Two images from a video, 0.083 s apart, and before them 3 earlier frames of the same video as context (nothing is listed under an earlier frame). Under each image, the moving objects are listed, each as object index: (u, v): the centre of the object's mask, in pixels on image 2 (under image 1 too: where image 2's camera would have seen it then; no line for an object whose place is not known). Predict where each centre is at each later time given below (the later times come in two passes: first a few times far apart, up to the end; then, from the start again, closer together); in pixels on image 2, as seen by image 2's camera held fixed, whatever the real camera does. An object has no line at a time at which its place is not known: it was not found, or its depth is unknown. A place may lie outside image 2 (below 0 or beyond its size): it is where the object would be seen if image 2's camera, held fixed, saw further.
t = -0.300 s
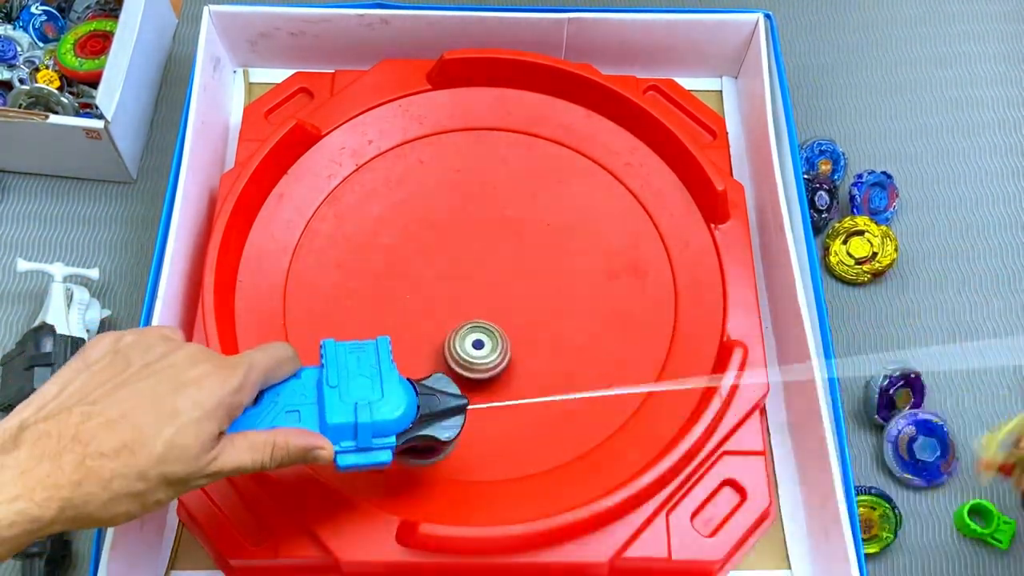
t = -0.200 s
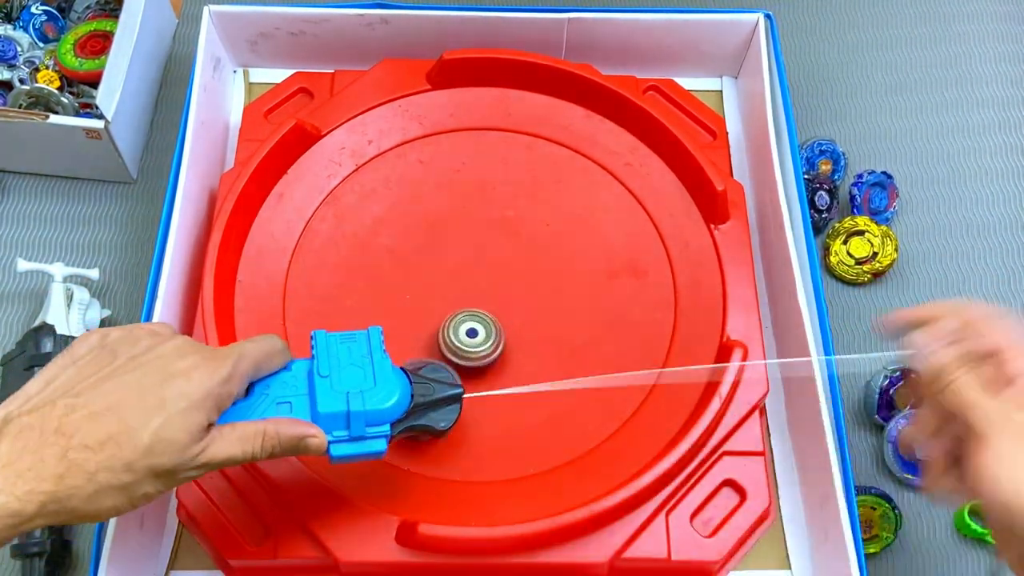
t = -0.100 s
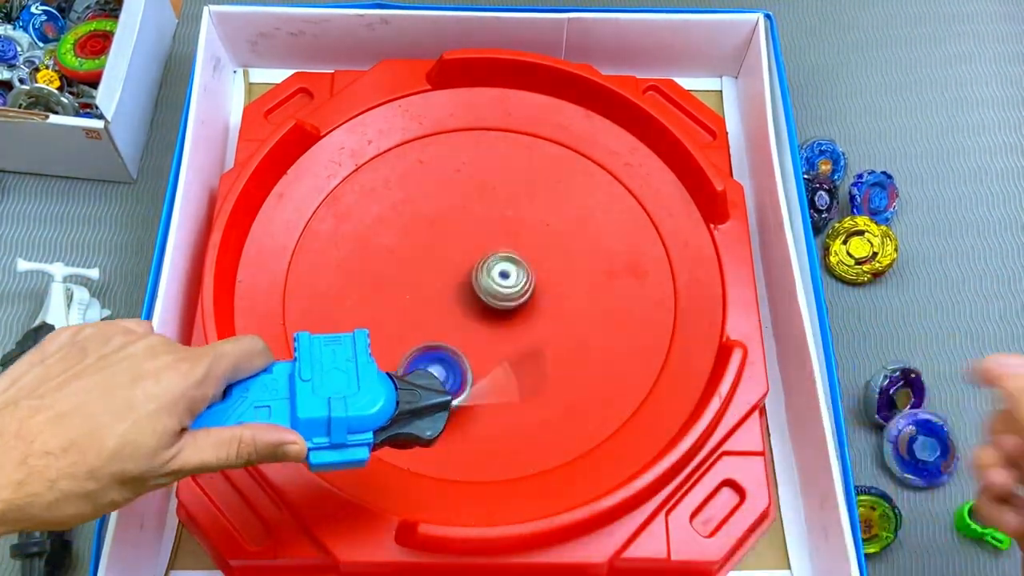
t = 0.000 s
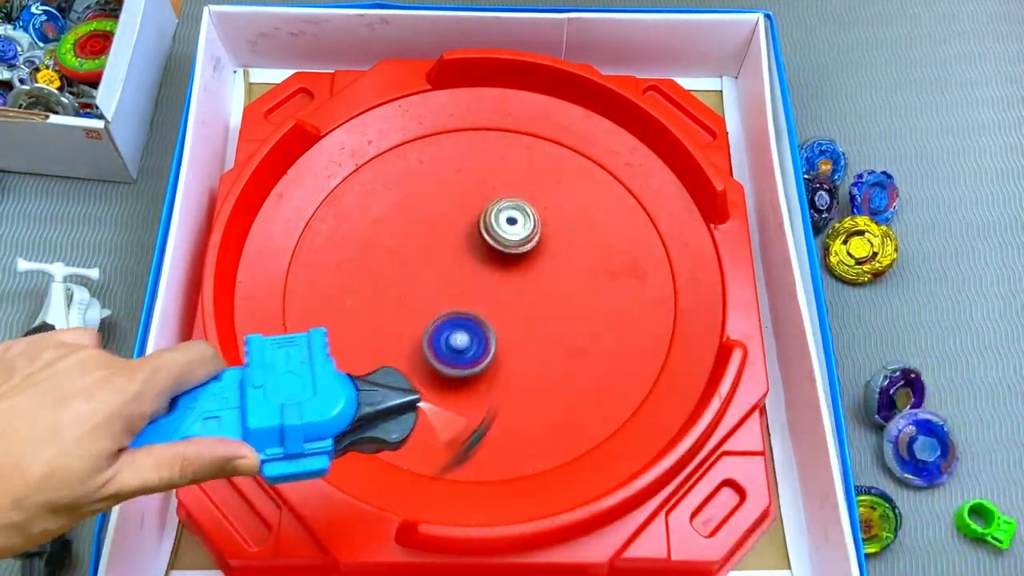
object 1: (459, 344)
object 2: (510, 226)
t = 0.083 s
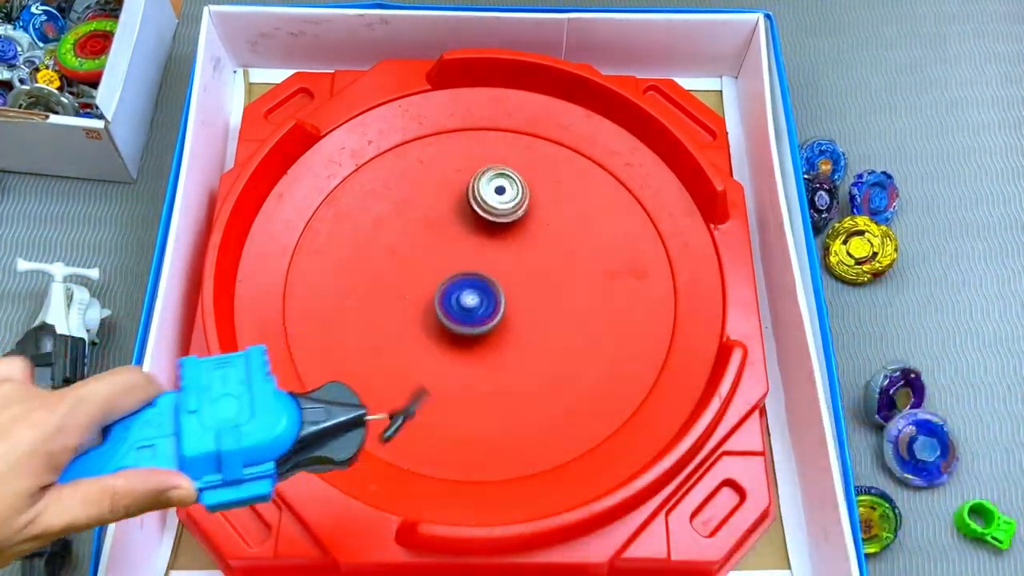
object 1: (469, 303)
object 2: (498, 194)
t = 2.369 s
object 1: (505, 363)
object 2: (616, 212)
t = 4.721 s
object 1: (402, 231)
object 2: (612, 322)
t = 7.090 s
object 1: (533, 264)
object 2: (595, 347)
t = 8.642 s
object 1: (464, 329)
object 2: (457, 230)
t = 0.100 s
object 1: (469, 295)
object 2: (495, 189)
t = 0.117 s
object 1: (468, 287)
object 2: (491, 185)
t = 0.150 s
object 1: (463, 271)
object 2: (484, 176)
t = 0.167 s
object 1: (460, 264)
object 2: (480, 173)
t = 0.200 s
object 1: (451, 250)
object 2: (475, 168)
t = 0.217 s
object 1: (446, 245)
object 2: (472, 166)
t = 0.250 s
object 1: (434, 234)
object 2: (468, 163)
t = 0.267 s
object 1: (428, 230)
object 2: (466, 162)
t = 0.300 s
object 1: (413, 222)
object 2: (461, 162)
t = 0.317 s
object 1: (406, 220)
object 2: (460, 162)
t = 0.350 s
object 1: (391, 217)
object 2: (457, 162)
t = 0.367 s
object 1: (383, 218)
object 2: (457, 163)
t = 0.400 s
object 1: (366, 221)
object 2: (455, 164)
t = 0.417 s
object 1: (359, 223)
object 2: (454, 165)
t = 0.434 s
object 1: (351, 227)
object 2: (454, 166)
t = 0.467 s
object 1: (338, 237)
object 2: (453, 169)
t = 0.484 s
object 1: (332, 244)
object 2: (453, 170)
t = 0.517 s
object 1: (324, 259)
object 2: (453, 175)
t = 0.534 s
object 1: (321, 268)
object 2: (453, 177)
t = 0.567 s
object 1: (320, 287)
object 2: (453, 182)
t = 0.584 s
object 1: (321, 297)
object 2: (454, 184)
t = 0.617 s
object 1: (328, 317)
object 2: (454, 189)
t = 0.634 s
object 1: (334, 327)
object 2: (455, 192)
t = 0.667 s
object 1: (349, 344)
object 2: (456, 197)
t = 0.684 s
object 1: (360, 352)
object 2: (457, 200)
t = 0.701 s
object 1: (370, 358)
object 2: (458, 202)
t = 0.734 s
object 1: (393, 367)
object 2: (460, 208)
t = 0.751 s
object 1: (406, 370)
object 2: (462, 211)
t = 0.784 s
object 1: (433, 371)
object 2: (465, 217)
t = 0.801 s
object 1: (446, 370)
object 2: (466, 220)
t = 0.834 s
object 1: (472, 365)
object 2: (469, 225)
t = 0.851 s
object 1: (484, 360)
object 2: (471, 228)
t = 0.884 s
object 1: (507, 350)
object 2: (474, 234)
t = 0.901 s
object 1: (518, 344)
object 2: (476, 237)
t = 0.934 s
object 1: (536, 329)
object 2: (479, 244)
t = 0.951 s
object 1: (544, 321)
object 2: (481, 247)
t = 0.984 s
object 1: (558, 303)
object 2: (485, 255)
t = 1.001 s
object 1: (563, 294)
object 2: (487, 259)
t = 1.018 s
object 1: (568, 285)
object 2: (490, 263)
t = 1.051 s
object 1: (575, 265)
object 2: (494, 271)
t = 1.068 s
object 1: (577, 256)
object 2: (497, 275)
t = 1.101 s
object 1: (579, 236)
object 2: (502, 284)
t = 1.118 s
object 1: (578, 226)
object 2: (505, 289)
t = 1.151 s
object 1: (574, 207)
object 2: (510, 299)
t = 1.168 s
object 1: (570, 199)
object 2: (513, 303)
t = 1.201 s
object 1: (561, 182)
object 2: (519, 313)
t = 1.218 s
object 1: (555, 175)
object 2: (521, 317)
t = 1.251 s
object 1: (542, 162)
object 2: (526, 325)
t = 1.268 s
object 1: (534, 157)
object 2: (528, 328)
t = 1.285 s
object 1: (526, 152)
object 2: (531, 332)
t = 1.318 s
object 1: (509, 145)
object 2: (534, 337)
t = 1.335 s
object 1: (499, 142)
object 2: (536, 341)
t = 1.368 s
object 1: (479, 140)
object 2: (540, 348)
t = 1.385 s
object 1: (468, 140)
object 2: (541, 351)
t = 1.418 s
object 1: (448, 143)
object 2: (543, 357)
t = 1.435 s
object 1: (438, 146)
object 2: (545, 359)
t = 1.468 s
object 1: (420, 155)
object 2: (547, 363)
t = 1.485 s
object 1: (410, 161)
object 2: (548, 365)
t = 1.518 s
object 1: (394, 175)
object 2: (548, 367)
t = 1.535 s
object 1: (387, 183)
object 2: (548, 367)
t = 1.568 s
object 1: (376, 202)
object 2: (549, 368)
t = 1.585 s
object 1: (371, 212)
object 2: (548, 369)
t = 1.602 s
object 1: (368, 222)
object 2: (548, 369)
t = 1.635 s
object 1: (366, 244)
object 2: (548, 369)
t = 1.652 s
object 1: (366, 254)
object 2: (547, 370)
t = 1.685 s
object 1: (369, 277)
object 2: (547, 370)
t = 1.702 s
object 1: (373, 288)
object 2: (547, 370)
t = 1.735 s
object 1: (383, 309)
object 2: (546, 370)
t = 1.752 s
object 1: (389, 318)
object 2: (545, 370)
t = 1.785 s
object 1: (404, 336)
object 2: (544, 370)
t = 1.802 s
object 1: (413, 344)
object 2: (543, 371)
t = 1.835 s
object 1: (433, 357)
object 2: (542, 370)
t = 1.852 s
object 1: (444, 363)
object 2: (541, 370)
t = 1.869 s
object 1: (454, 367)
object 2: (540, 369)
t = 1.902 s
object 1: (469, 374)
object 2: (550, 368)
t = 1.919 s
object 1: (472, 377)
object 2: (560, 367)
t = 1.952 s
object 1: (481, 380)
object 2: (572, 364)
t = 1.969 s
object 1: (487, 381)
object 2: (575, 363)
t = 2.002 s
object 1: (501, 382)
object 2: (576, 360)
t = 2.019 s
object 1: (506, 382)
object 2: (579, 359)
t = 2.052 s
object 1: (492, 385)
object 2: (615, 346)
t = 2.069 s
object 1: (487, 386)
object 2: (632, 340)
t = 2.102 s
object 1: (477, 385)
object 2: (654, 325)
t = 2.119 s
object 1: (473, 384)
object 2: (662, 317)
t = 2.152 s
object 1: (469, 382)
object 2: (668, 297)
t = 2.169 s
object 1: (467, 380)
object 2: (668, 288)
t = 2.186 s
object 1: (467, 378)
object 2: (665, 278)
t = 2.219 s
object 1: (468, 374)
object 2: (660, 263)
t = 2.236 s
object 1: (470, 372)
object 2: (656, 256)
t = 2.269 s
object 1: (475, 368)
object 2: (647, 244)
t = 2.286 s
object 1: (478, 367)
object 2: (642, 237)
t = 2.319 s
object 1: (487, 365)
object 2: (632, 227)
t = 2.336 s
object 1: (493, 364)
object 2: (627, 222)
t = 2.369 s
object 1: (505, 363)
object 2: (616, 212)
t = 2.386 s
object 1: (513, 362)
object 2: (609, 207)
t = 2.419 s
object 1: (528, 358)
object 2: (597, 199)
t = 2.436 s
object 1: (535, 355)
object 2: (590, 195)
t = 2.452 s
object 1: (542, 351)
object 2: (584, 192)
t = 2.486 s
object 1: (554, 342)
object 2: (569, 187)
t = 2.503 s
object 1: (558, 336)
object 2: (562, 186)
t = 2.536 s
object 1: (565, 323)
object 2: (548, 183)
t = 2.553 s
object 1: (566, 316)
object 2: (542, 182)
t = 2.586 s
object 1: (566, 302)
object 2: (529, 182)
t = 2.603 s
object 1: (564, 296)
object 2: (522, 182)
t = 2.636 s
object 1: (559, 283)
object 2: (509, 184)
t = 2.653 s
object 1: (555, 278)
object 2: (503, 185)
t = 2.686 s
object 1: (544, 269)
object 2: (491, 188)
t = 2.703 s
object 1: (538, 265)
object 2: (485, 189)
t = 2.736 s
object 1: (524, 258)
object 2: (473, 194)
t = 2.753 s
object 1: (517, 256)
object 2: (468, 196)
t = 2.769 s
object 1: (509, 255)
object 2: (462, 198)
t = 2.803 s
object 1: (493, 253)
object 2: (451, 204)
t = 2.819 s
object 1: (486, 257)
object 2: (443, 203)
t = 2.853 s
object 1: (478, 271)
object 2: (423, 195)
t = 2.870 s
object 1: (473, 279)
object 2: (414, 193)
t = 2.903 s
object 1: (466, 294)
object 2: (398, 192)
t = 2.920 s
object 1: (463, 303)
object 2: (391, 194)
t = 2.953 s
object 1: (461, 319)
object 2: (378, 198)
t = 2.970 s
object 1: (461, 327)
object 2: (372, 202)
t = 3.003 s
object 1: (464, 343)
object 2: (361, 208)
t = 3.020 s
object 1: (467, 350)
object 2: (356, 212)
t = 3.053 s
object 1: (476, 363)
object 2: (348, 220)
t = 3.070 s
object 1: (481, 369)
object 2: (345, 224)
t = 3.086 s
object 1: (488, 374)
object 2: (342, 228)
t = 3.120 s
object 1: (501, 380)
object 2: (336, 238)
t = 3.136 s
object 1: (509, 382)
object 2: (334, 243)
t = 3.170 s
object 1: (527, 382)
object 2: (331, 254)
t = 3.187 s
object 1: (536, 381)
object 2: (330, 258)
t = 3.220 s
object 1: (552, 375)
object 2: (330, 267)
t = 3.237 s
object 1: (561, 370)
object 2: (331, 271)
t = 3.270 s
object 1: (574, 359)
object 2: (333, 279)
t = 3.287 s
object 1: (578, 352)
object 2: (334, 283)
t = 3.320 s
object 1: (584, 337)
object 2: (338, 290)
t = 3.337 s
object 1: (586, 328)
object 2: (340, 294)
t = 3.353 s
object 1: (585, 320)
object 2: (343, 297)
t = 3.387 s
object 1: (581, 303)
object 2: (349, 303)
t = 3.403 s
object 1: (577, 296)
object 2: (351, 306)
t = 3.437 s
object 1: (566, 282)
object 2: (357, 311)
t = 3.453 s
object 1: (560, 277)
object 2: (361, 313)
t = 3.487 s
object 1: (544, 268)
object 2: (367, 319)
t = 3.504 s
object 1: (536, 265)
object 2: (371, 320)
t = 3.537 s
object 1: (518, 261)
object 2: (378, 325)
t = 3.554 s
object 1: (509, 260)
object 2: (382, 326)
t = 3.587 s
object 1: (490, 259)
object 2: (390, 330)
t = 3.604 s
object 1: (481, 260)
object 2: (394, 332)
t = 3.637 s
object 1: (463, 264)
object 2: (402, 334)
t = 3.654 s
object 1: (455, 267)
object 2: (406, 335)
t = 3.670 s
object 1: (447, 271)
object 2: (409, 336)
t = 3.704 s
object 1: (433, 278)
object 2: (415, 343)
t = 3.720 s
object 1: (429, 278)
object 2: (416, 350)
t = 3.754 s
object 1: (420, 283)
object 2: (422, 360)
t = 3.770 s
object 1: (415, 287)
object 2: (425, 363)
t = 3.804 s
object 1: (406, 296)
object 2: (433, 369)
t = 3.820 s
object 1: (402, 302)
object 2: (437, 371)
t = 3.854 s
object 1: (395, 315)
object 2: (446, 376)
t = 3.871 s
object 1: (393, 321)
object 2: (451, 378)
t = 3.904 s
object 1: (391, 335)
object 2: (459, 382)
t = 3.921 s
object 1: (392, 343)
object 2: (464, 383)
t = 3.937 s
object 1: (393, 350)
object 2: (469, 384)
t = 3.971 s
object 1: (399, 364)
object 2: (477, 386)
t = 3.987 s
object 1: (404, 371)
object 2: (482, 387)
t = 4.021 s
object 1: (416, 382)
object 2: (492, 388)
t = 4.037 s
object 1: (416, 384)
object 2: (505, 391)
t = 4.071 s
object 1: (420, 388)
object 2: (529, 394)
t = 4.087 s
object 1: (424, 389)
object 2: (539, 394)
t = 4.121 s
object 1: (434, 391)
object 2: (557, 394)
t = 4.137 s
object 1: (441, 391)
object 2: (564, 392)
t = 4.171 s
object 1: (456, 389)
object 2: (579, 389)
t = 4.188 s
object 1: (466, 387)
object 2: (586, 386)
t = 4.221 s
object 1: (484, 380)
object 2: (599, 382)
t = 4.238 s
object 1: (493, 375)
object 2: (604, 379)
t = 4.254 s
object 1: (500, 369)
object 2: (608, 377)
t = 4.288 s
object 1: (513, 355)
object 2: (615, 371)
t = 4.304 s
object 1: (517, 348)
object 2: (617, 369)
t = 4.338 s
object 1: (524, 331)
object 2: (622, 364)
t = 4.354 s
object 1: (526, 324)
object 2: (624, 361)
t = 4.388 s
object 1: (527, 306)
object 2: (627, 356)
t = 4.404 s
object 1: (526, 298)
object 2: (629, 354)
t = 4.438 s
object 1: (521, 282)
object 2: (630, 349)
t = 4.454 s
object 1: (518, 275)
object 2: (631, 346)
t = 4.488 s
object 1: (509, 261)
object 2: (630, 342)
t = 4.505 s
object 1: (504, 255)
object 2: (630, 340)
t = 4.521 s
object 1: (498, 249)
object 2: (629, 338)
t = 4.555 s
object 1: (484, 239)
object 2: (627, 335)
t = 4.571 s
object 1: (476, 235)
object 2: (626, 334)
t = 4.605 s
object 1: (460, 229)
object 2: (624, 331)
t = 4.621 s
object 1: (452, 227)
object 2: (622, 329)
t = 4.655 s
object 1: (435, 226)
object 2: (619, 327)
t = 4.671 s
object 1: (427, 226)
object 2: (617, 325)
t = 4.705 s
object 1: (411, 228)
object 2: (615, 323)
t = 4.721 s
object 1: (402, 231)
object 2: (612, 322)
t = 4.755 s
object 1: (388, 238)
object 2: (609, 319)
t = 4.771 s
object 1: (381, 243)
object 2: (607, 318)
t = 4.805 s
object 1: (370, 254)
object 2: (602, 315)
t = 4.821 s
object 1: (365, 260)
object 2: (600, 313)
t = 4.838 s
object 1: (361, 267)
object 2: (597, 311)
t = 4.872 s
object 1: (355, 282)
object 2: (591, 307)
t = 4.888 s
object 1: (354, 290)
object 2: (588, 305)
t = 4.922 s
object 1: (354, 307)
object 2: (581, 301)
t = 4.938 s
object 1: (356, 315)
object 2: (577, 299)
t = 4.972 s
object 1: (363, 331)
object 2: (568, 295)
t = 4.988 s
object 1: (369, 338)
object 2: (564, 293)
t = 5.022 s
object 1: (382, 351)
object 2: (555, 289)
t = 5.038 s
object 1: (389, 357)
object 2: (550, 287)
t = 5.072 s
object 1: (407, 366)
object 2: (541, 283)
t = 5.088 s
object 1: (416, 369)
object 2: (536, 282)
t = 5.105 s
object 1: (425, 371)
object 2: (532, 280)
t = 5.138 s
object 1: (446, 372)
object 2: (523, 276)
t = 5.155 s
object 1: (455, 371)
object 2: (519, 274)
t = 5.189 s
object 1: (475, 366)
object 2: (510, 271)
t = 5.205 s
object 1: (483, 363)
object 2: (506, 269)
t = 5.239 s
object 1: (501, 354)
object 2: (497, 266)
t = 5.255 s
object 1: (508, 349)
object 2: (494, 264)
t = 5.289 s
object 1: (522, 336)
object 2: (485, 261)
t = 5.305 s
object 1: (528, 330)
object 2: (482, 260)
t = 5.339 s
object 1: (539, 315)
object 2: (474, 256)
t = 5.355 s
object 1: (543, 308)
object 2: (471, 255)
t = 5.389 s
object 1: (548, 291)
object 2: (463, 252)
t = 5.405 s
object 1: (550, 284)
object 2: (459, 250)
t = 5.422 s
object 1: (551, 275)
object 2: (456, 249)
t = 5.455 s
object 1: (550, 260)
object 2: (449, 247)
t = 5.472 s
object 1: (549, 252)
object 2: (446, 246)
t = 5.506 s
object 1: (544, 238)
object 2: (440, 244)
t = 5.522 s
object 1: (540, 231)
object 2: (437, 244)
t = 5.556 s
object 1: (530, 219)
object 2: (431, 241)
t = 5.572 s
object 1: (523, 214)
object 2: (429, 241)
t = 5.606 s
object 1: (510, 206)
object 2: (424, 239)
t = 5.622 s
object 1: (502, 203)
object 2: (423, 239)
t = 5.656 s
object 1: (486, 199)
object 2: (420, 238)
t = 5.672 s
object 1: (478, 199)
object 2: (419, 238)
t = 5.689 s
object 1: (471, 198)
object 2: (415, 239)
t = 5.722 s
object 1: (467, 194)
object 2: (397, 248)
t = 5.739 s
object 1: (465, 194)
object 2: (390, 253)
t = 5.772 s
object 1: (459, 196)
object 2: (379, 260)
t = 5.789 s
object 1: (455, 198)
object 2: (376, 264)
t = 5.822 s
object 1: (446, 205)
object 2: (372, 269)
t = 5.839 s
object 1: (442, 209)
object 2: (371, 271)
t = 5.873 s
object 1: (434, 221)
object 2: (370, 275)
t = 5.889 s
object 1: (431, 227)
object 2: (370, 276)
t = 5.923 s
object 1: (427, 240)
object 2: (370, 281)
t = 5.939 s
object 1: (436, 241)
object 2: (353, 290)
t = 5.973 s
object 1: (455, 245)
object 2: (325, 309)
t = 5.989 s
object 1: (462, 247)
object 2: (315, 317)
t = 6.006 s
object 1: (470, 250)
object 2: (305, 324)
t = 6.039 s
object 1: (484, 253)
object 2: (295, 339)
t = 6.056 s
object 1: (490, 254)
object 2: (293, 347)
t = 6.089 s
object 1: (504, 253)
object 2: (295, 364)
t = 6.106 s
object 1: (510, 252)
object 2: (297, 372)
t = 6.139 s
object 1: (523, 250)
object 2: (304, 387)
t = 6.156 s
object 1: (528, 248)
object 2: (307, 393)
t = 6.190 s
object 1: (538, 242)
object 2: (317, 402)
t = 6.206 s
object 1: (542, 239)
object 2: (322, 406)
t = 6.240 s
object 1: (550, 232)
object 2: (336, 413)
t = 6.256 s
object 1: (552, 229)
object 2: (344, 416)
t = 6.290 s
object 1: (554, 223)
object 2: (368, 422)
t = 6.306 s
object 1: (554, 220)
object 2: (377, 423)
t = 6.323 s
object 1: (553, 217)
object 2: (387, 423)
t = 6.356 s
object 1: (550, 213)
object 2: (404, 421)
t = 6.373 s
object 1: (548, 211)
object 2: (412, 419)
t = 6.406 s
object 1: (543, 210)
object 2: (425, 415)
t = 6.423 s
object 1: (540, 210)
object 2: (432, 412)
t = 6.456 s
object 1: (534, 212)
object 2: (443, 407)
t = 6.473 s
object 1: (531, 214)
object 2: (449, 405)
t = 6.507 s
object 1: (525, 218)
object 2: (460, 399)
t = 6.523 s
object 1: (522, 221)
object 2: (465, 396)
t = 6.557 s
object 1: (518, 228)
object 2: (476, 389)
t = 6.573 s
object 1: (518, 232)
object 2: (482, 386)
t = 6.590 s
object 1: (517, 237)
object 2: (488, 382)
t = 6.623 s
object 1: (516, 246)
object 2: (501, 372)
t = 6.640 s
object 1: (516, 251)
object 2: (506, 367)
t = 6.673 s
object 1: (519, 262)
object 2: (516, 359)
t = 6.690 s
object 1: (521, 267)
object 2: (521, 355)
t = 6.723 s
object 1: (526, 278)
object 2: (530, 346)
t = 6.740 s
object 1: (529, 279)
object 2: (533, 348)
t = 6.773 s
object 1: (536, 272)
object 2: (540, 362)
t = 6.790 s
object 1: (539, 270)
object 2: (544, 366)
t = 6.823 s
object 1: (544, 267)
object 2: (553, 370)
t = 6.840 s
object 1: (545, 265)
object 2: (557, 369)
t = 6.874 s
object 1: (547, 263)
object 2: (565, 366)
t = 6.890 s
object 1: (547, 262)
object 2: (568, 365)
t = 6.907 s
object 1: (547, 261)
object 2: (571, 364)
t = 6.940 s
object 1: (546, 260)
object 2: (577, 361)
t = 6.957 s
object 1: (545, 260)
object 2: (580, 359)
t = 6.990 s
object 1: (542, 260)
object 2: (585, 356)
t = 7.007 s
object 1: (541, 260)
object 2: (587, 355)
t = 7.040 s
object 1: (538, 262)
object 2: (591, 351)
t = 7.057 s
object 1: (536, 263)
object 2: (593, 350)
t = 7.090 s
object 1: (533, 264)
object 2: (595, 347)
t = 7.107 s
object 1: (531, 266)
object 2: (596, 346)
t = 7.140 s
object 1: (528, 268)
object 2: (596, 343)
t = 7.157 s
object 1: (527, 269)
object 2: (597, 342)
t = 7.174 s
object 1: (526, 271)
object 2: (597, 341)
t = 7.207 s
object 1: (524, 274)
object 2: (596, 339)
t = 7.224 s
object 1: (523, 276)
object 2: (596, 337)
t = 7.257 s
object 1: (523, 281)
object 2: (596, 335)
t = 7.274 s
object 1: (522, 283)
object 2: (595, 334)
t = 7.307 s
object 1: (522, 288)
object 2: (593, 332)
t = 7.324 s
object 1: (521, 291)
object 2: (593, 331)
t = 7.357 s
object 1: (521, 297)
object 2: (591, 329)
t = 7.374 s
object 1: (522, 300)
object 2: (590, 328)
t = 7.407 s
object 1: (521, 303)
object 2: (591, 327)
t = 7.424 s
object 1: (517, 304)
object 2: (593, 327)
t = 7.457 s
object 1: (513, 308)
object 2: (594, 326)
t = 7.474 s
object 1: (511, 310)
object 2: (593, 326)
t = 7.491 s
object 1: (509, 312)
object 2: (593, 325)
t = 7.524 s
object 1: (505, 317)
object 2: (590, 323)
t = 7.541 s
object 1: (503, 319)
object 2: (590, 321)
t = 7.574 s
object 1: (501, 324)
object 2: (588, 318)
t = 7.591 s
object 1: (501, 327)
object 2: (587, 317)
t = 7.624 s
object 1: (500, 331)
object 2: (584, 314)
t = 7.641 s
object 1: (500, 332)
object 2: (583, 313)
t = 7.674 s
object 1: (501, 336)
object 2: (579, 310)
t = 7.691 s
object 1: (502, 337)
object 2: (578, 309)
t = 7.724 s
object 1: (503, 338)
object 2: (574, 305)
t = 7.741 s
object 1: (503, 339)
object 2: (572, 303)
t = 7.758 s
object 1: (504, 340)
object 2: (570, 302)
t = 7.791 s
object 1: (505, 340)
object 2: (565, 298)
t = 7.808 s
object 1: (505, 340)
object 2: (563, 296)
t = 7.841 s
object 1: (506, 340)
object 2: (557, 292)
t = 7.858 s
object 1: (506, 340)
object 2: (555, 290)
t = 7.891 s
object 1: (505, 339)
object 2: (549, 286)
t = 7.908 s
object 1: (506, 339)
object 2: (546, 283)
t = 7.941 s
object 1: (505, 338)
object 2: (540, 279)
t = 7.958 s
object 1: (505, 337)
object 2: (537, 278)
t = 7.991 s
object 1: (505, 336)
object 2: (531, 273)
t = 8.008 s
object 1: (504, 335)
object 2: (529, 271)
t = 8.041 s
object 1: (503, 334)
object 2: (523, 267)
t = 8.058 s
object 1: (503, 333)
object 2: (520, 265)
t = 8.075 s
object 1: (502, 332)
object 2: (517, 262)
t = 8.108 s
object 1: (501, 331)
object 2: (511, 258)
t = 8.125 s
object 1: (500, 331)
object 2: (508, 257)
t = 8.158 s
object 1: (498, 330)
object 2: (503, 253)
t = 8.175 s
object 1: (497, 330)
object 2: (500, 251)
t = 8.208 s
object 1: (495, 329)
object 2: (495, 247)
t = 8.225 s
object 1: (493, 329)
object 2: (492, 244)
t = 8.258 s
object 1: (490, 329)
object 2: (486, 241)
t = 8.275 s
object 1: (489, 328)
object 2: (483, 239)
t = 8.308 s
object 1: (486, 328)
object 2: (478, 236)
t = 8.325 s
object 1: (484, 328)
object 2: (476, 235)
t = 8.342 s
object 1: (483, 328)
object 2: (473, 234)
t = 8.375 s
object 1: (479, 328)
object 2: (469, 232)
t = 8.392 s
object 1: (477, 328)
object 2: (467, 231)
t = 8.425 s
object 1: (474, 329)
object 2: (464, 230)
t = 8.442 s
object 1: (472, 329)
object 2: (463, 230)
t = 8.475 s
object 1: (470, 329)
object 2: (461, 230)
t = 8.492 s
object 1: (469, 329)
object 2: (460, 230)
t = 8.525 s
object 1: (467, 330)
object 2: (459, 230)
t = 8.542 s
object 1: (466, 330)
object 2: (459, 230)
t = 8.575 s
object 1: (465, 330)
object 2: (458, 230)
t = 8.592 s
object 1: (465, 329)
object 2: (458, 230)
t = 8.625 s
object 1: (464, 330)
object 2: (457, 230)
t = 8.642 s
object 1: (464, 329)
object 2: (457, 230)
